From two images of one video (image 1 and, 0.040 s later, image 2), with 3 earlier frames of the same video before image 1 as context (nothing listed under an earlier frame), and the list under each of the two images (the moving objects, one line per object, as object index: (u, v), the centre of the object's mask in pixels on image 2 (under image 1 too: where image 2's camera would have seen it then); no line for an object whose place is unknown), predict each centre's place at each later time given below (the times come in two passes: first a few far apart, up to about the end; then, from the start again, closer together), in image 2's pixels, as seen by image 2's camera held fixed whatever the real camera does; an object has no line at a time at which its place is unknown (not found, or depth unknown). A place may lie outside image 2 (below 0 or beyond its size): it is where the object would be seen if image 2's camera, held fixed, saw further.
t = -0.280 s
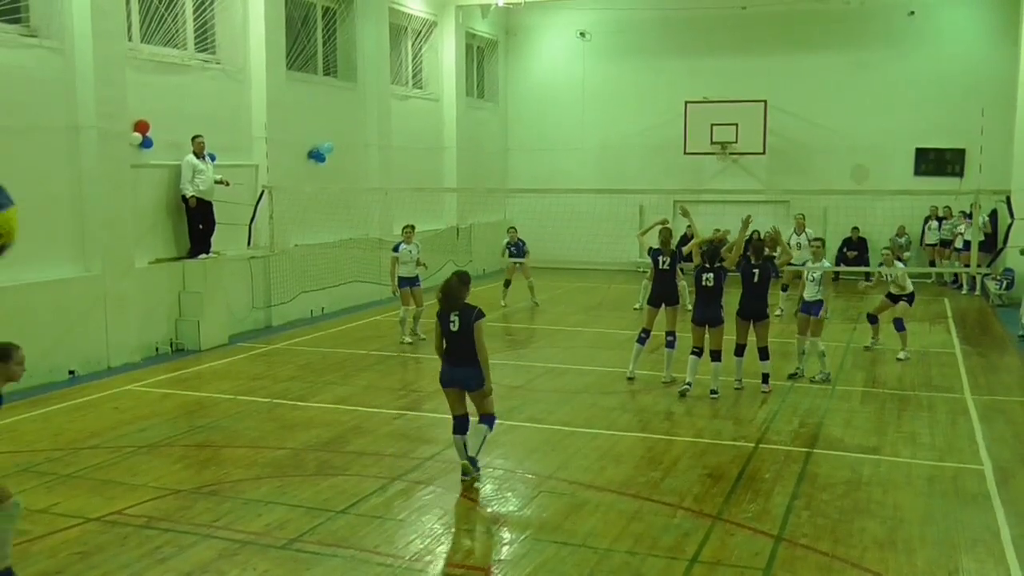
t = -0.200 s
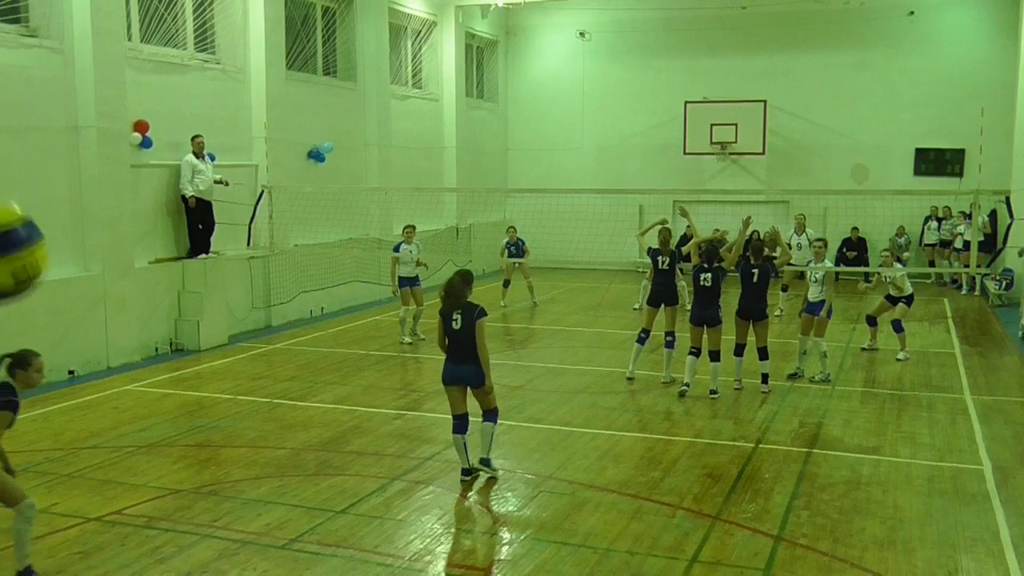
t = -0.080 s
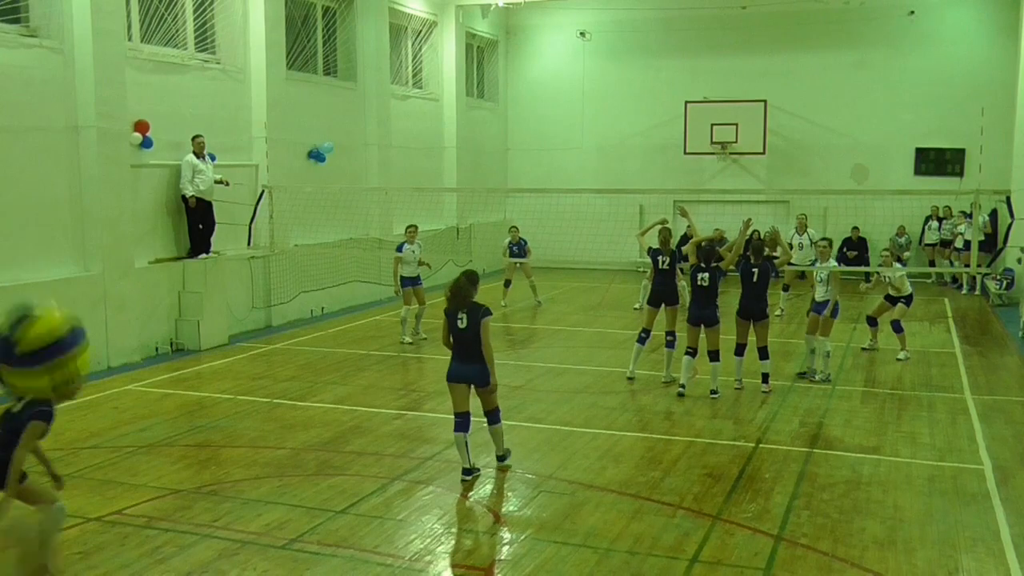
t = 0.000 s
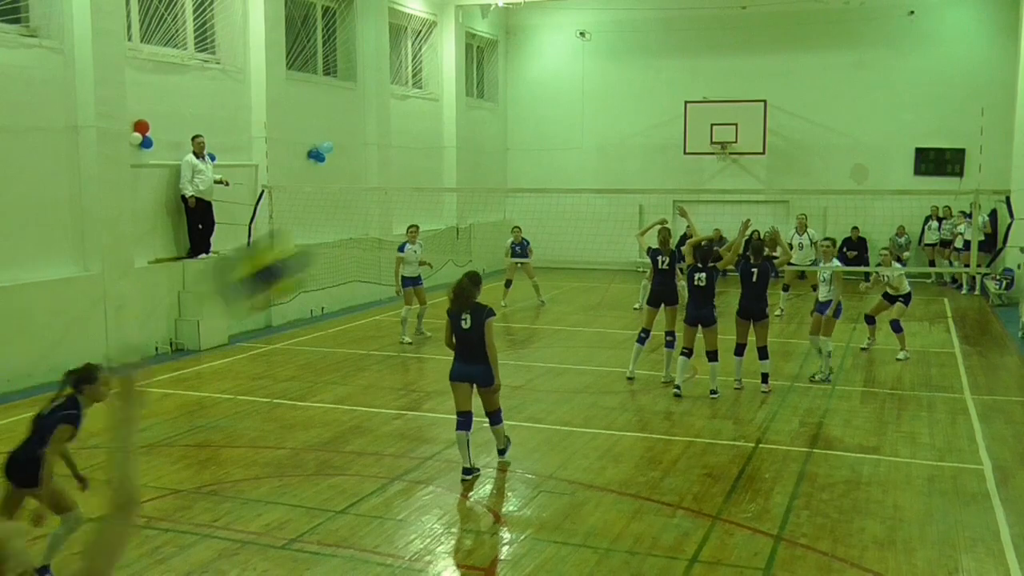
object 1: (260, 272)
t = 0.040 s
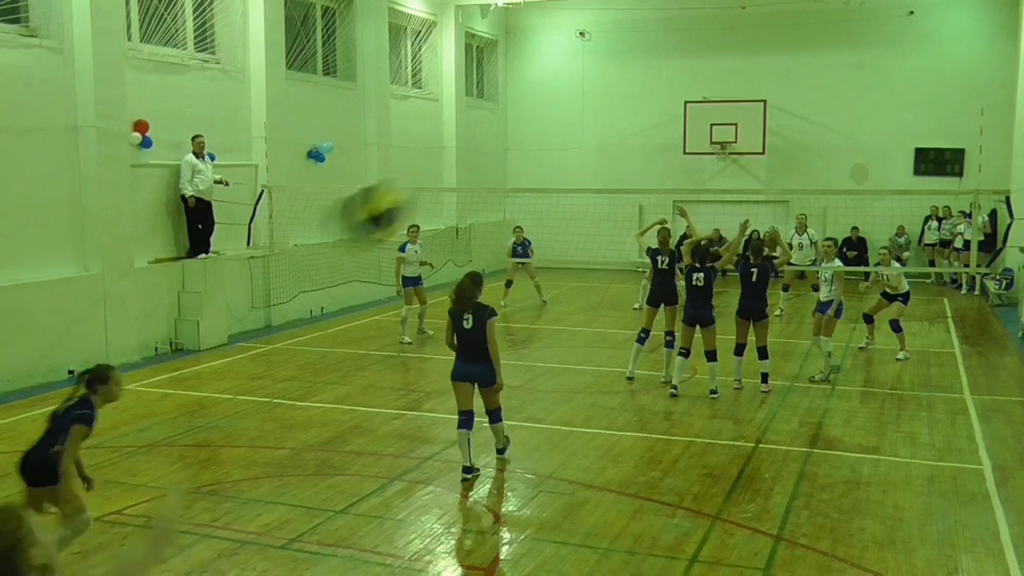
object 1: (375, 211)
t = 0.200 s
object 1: (604, 114)
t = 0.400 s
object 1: (719, 119)
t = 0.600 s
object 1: (772, 168)
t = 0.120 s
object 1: (518, 144)
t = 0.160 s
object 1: (567, 125)
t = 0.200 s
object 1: (604, 114)
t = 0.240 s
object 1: (635, 107)
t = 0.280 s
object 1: (663, 106)
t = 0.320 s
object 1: (685, 107)
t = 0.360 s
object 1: (703, 113)
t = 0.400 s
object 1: (719, 119)
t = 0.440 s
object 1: (733, 127)
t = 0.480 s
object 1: (744, 136)
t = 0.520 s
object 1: (756, 146)
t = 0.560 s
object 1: (764, 157)
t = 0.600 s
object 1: (772, 168)
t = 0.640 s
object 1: (781, 178)
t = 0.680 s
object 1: (787, 186)
